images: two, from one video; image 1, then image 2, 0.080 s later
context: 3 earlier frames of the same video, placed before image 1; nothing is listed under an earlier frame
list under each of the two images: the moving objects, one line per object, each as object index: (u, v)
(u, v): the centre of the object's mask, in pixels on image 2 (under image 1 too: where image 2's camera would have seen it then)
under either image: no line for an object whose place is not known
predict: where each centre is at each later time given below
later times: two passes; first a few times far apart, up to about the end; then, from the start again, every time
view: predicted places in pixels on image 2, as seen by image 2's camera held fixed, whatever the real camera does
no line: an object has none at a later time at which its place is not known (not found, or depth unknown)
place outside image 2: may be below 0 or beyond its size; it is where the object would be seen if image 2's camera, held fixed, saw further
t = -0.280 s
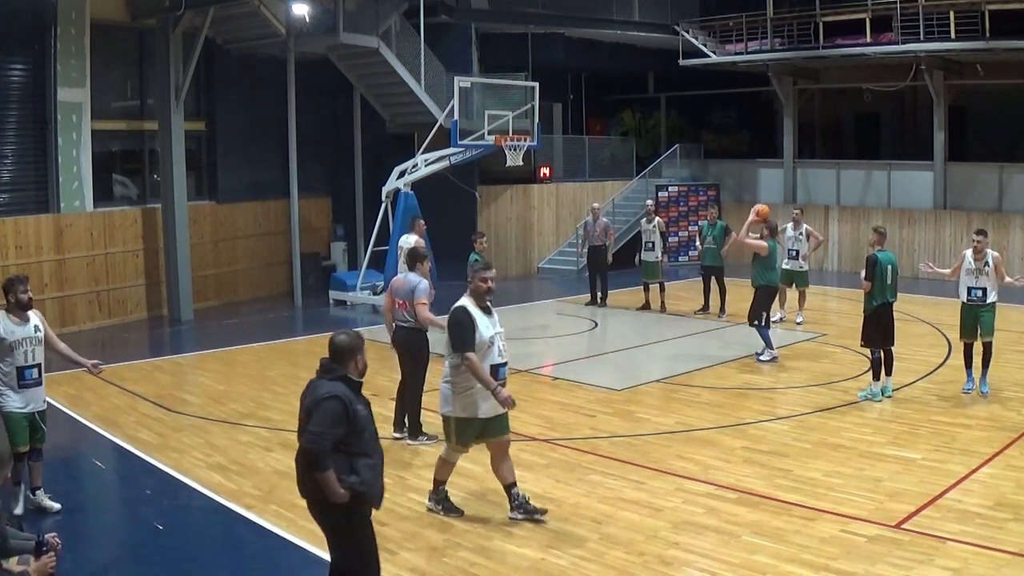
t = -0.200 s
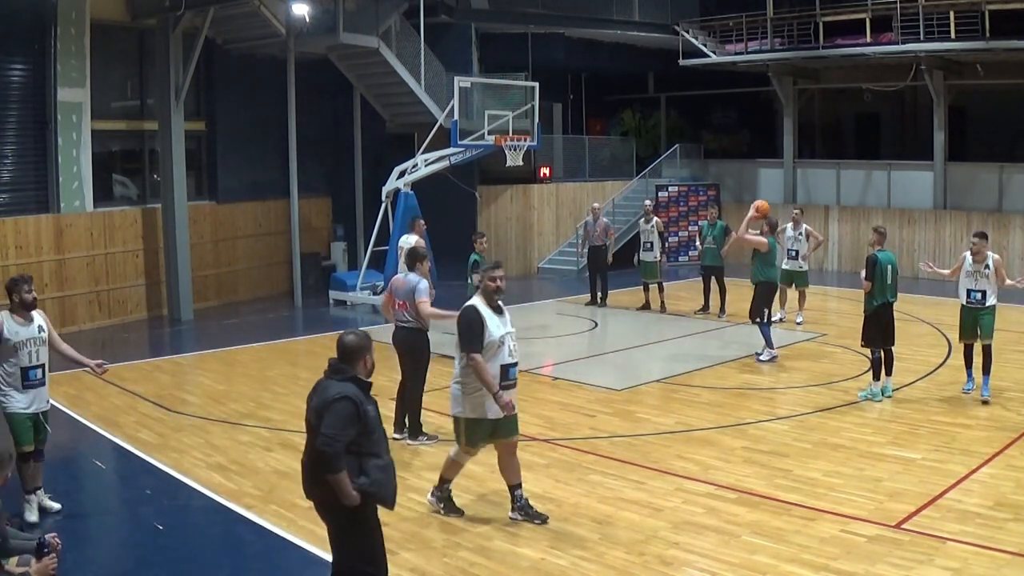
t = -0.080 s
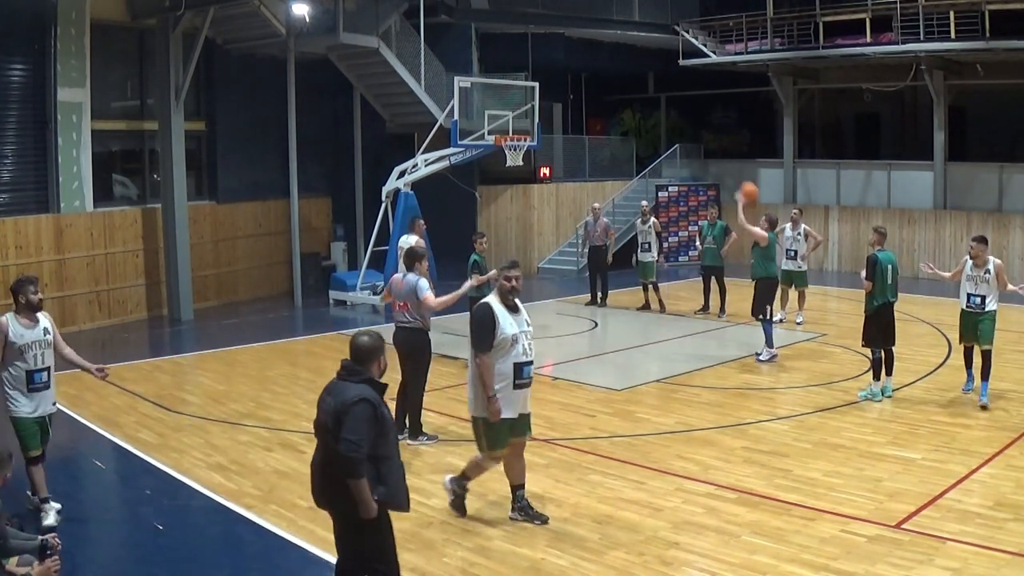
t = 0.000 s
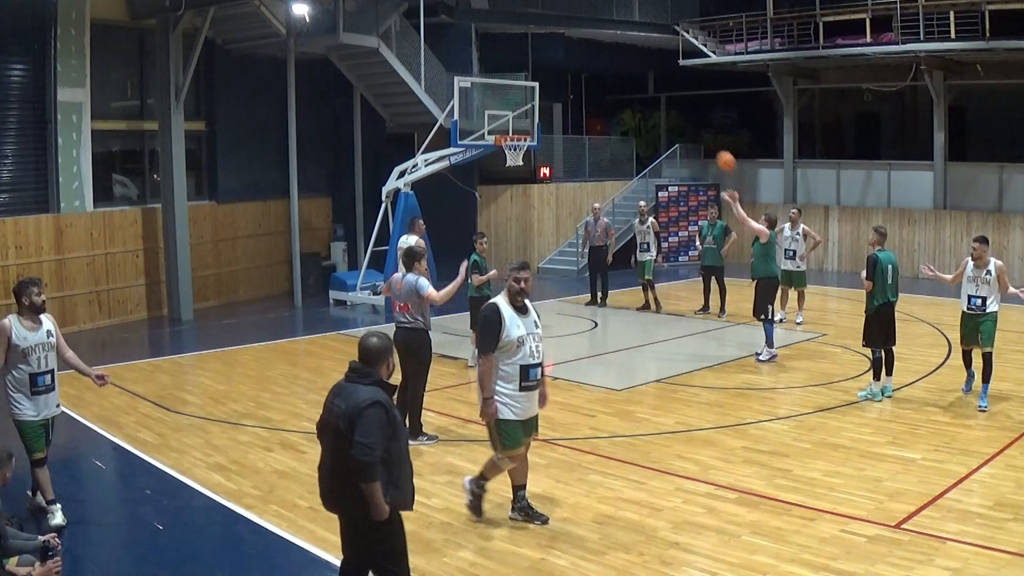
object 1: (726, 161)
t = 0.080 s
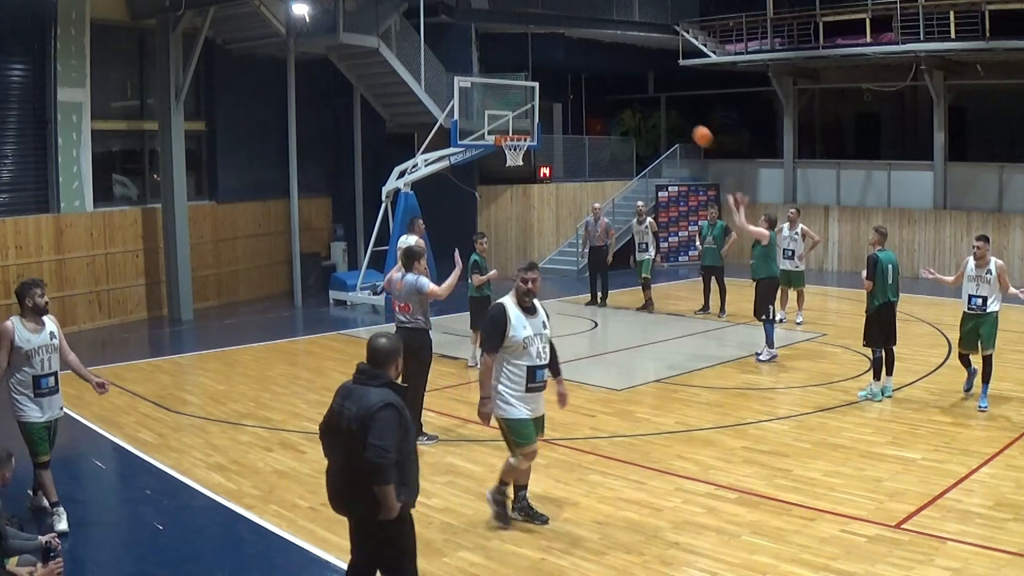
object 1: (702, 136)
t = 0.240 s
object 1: (657, 100)
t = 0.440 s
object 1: (605, 83)
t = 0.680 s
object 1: (551, 97)
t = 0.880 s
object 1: (511, 131)
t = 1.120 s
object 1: (522, 104)
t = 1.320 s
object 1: (524, 97)
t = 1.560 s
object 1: (530, 119)
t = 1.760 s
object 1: (544, 120)
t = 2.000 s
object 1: (564, 133)
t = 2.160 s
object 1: (579, 161)
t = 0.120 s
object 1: (690, 125)
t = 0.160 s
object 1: (679, 116)
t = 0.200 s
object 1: (668, 107)
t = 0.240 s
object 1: (657, 100)
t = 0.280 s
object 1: (646, 95)
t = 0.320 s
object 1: (635, 90)
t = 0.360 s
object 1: (625, 86)
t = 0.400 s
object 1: (615, 84)
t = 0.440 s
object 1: (605, 83)
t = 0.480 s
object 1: (596, 83)
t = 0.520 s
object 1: (586, 84)
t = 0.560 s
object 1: (577, 86)
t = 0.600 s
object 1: (568, 89)
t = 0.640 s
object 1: (559, 93)
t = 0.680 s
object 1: (551, 97)
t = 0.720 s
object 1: (543, 103)
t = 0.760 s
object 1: (534, 109)
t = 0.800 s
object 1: (526, 116)
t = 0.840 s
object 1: (518, 125)
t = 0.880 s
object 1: (511, 131)
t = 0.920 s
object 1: (516, 130)
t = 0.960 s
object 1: (519, 127)
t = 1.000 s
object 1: (519, 121)
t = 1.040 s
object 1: (520, 113)
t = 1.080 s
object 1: (521, 108)
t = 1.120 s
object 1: (522, 104)
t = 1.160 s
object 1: (522, 100)
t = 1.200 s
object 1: (523, 98)
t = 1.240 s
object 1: (523, 97)
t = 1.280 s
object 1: (524, 97)
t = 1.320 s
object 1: (524, 97)
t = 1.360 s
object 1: (525, 98)
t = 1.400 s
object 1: (526, 101)
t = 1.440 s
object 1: (527, 104)
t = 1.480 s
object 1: (528, 108)
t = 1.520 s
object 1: (529, 114)
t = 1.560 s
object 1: (530, 119)
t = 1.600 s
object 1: (531, 127)
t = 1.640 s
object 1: (533, 127)
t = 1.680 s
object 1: (537, 124)
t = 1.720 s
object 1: (540, 121)
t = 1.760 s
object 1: (544, 120)
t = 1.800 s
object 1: (547, 120)
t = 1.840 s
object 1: (550, 120)
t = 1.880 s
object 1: (553, 122)
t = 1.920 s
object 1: (557, 125)
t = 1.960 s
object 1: (561, 128)
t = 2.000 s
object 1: (564, 133)
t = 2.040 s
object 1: (568, 138)
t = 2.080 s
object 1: (571, 145)
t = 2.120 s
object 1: (575, 153)
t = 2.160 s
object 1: (579, 161)
